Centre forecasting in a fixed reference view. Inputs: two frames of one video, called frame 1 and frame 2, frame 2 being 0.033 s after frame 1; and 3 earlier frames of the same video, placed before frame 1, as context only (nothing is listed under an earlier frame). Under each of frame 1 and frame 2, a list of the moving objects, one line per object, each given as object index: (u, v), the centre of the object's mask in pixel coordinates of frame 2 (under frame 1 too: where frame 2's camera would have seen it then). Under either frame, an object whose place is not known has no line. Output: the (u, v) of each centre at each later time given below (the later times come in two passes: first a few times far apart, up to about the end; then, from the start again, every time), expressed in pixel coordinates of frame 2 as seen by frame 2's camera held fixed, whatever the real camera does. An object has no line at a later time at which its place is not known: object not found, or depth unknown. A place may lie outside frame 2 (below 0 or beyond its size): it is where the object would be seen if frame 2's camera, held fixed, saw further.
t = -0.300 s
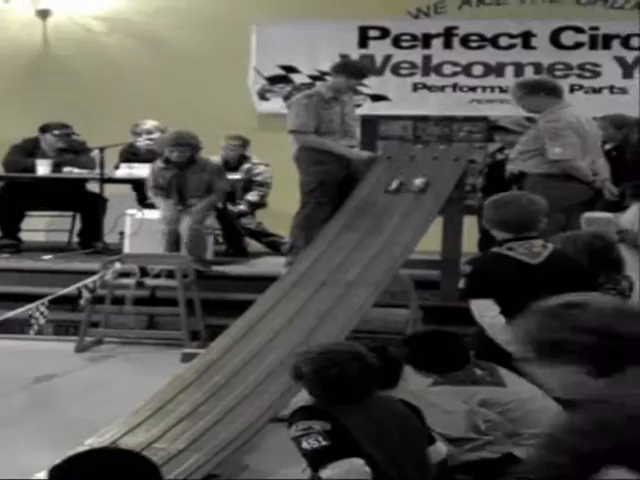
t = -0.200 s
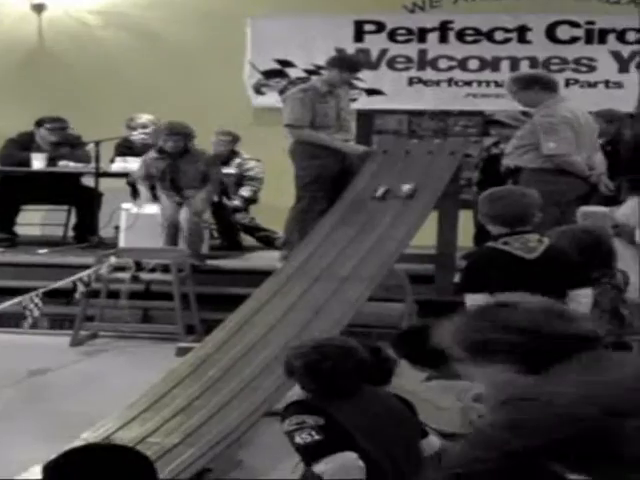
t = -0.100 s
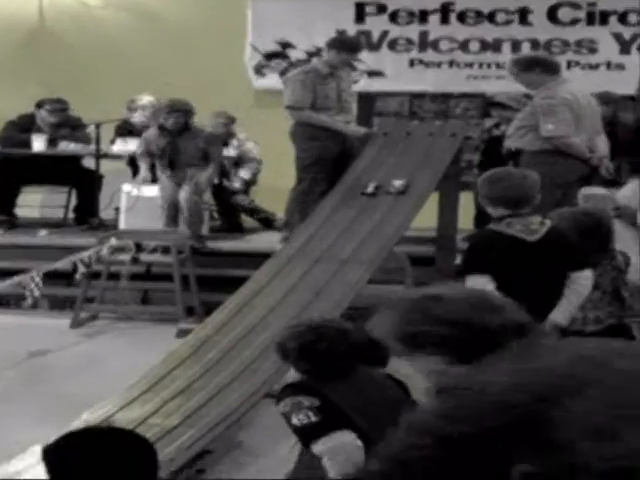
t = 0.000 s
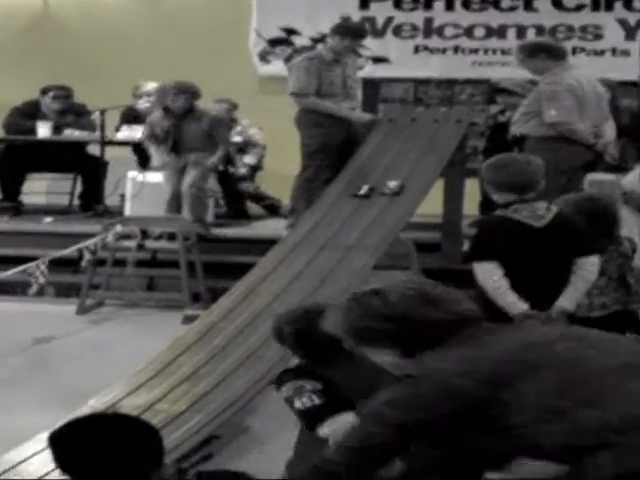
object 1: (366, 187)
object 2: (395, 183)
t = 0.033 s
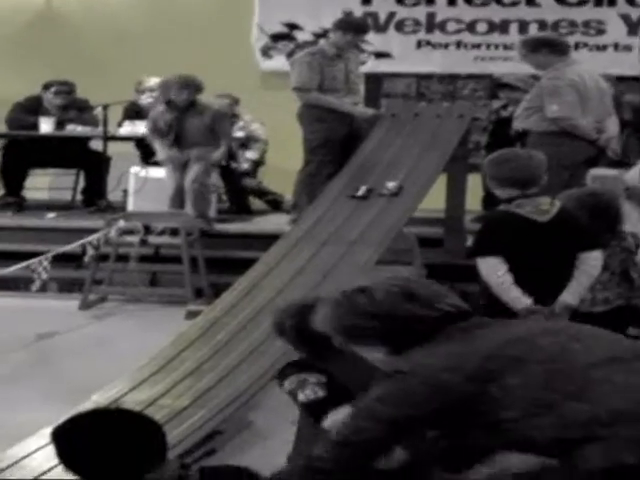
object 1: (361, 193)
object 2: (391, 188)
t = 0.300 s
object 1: (318, 244)
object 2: (352, 235)
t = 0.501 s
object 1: (270, 291)
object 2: (317, 279)
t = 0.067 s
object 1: (358, 198)
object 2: (388, 193)
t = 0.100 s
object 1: (353, 204)
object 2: (383, 199)
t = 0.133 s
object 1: (348, 210)
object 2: (378, 205)
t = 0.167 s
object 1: (341, 217)
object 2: (374, 210)
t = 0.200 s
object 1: (336, 223)
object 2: (369, 216)
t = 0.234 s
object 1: (330, 230)
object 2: (363, 223)
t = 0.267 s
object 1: (324, 237)
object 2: (358, 229)
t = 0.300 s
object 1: (318, 244)
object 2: (352, 235)
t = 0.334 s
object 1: (311, 251)
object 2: (347, 242)
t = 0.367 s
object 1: (303, 259)
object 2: (341, 249)
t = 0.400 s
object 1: (296, 267)
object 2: (336, 256)
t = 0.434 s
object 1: (288, 276)
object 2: (329, 263)
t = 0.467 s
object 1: (281, 283)
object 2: (323, 271)
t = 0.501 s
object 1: (270, 291)
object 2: (317, 279)
